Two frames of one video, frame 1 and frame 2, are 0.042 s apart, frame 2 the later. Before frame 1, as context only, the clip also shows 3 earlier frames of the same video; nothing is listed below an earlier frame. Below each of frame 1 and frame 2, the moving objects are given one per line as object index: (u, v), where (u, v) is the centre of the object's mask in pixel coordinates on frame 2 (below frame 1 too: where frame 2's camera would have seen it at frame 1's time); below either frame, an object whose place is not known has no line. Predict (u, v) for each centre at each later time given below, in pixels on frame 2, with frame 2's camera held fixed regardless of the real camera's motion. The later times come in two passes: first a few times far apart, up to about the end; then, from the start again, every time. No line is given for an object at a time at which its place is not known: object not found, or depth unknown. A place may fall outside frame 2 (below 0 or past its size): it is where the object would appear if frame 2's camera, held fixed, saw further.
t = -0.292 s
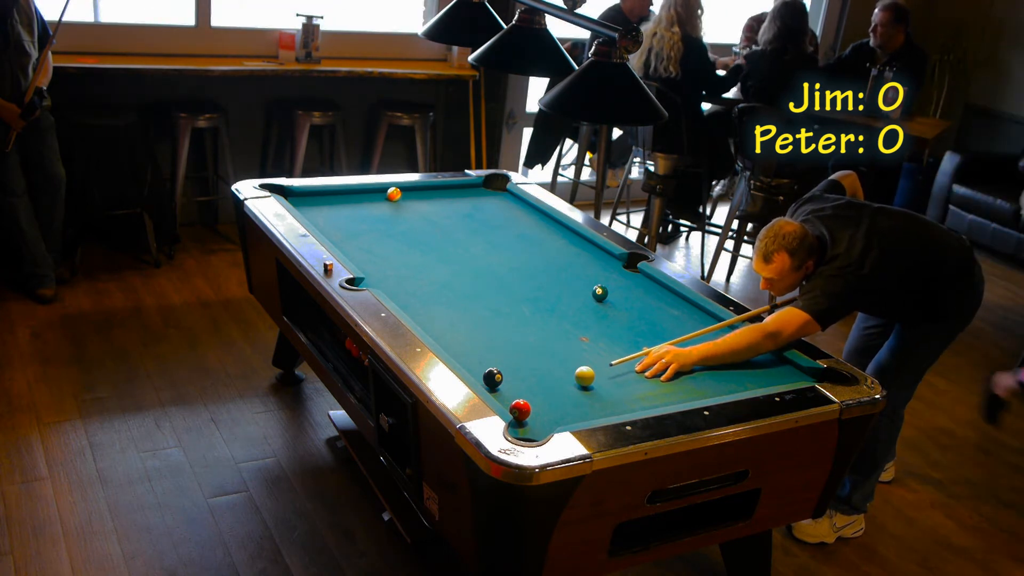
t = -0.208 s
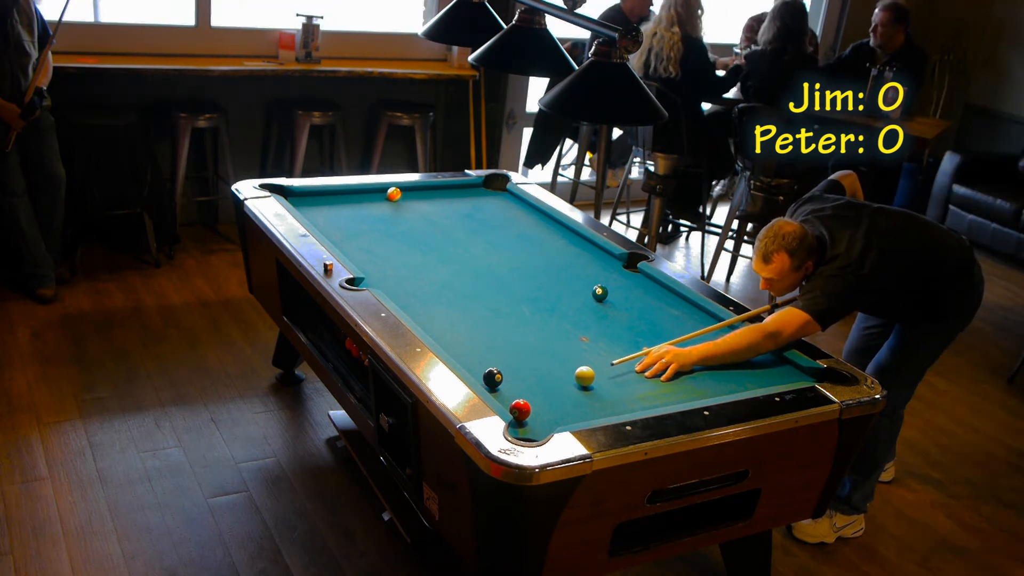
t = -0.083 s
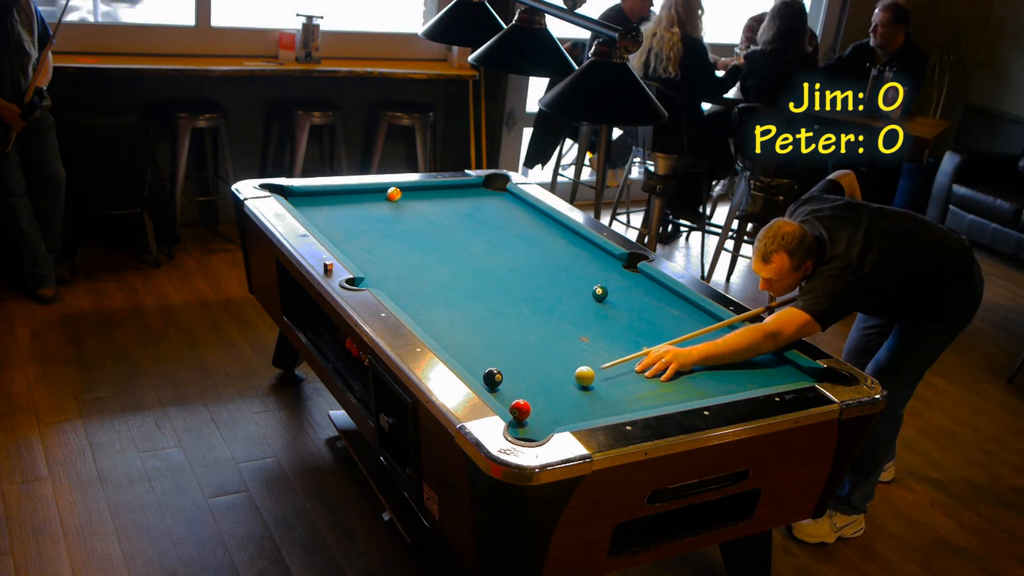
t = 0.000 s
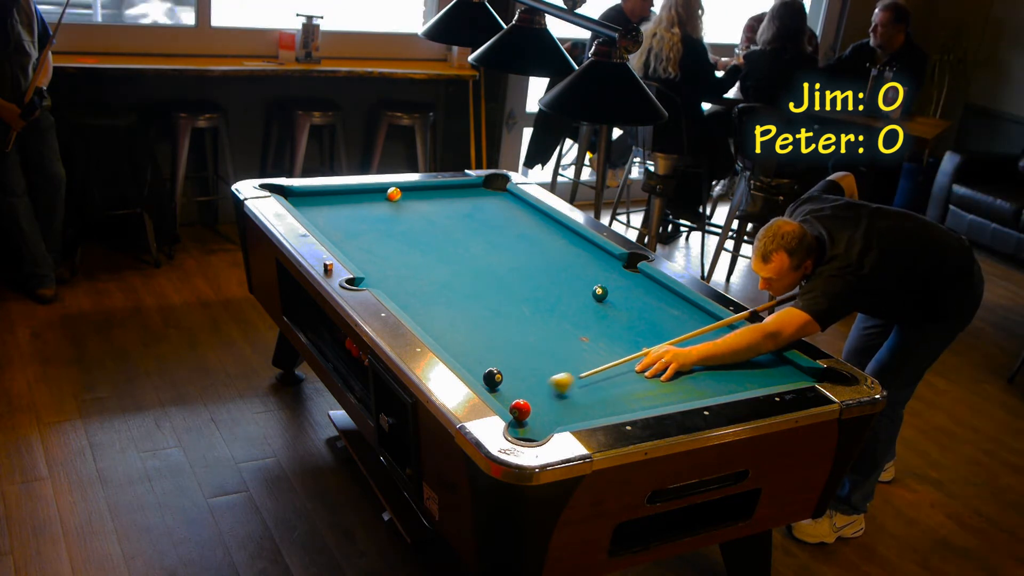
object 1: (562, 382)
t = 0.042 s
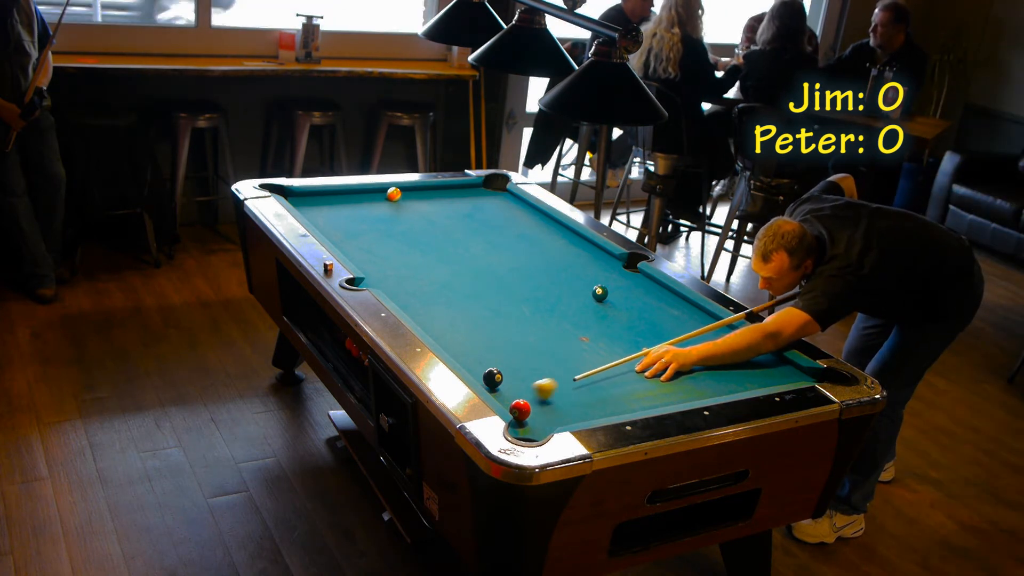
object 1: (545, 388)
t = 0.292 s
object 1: (529, 393)
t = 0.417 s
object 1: (549, 387)
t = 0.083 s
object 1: (529, 392)
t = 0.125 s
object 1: (512, 396)
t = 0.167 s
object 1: (506, 398)
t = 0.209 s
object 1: (515, 396)
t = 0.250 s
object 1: (522, 395)
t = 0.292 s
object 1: (529, 393)
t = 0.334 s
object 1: (536, 391)
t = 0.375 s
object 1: (543, 389)
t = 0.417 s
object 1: (549, 387)
